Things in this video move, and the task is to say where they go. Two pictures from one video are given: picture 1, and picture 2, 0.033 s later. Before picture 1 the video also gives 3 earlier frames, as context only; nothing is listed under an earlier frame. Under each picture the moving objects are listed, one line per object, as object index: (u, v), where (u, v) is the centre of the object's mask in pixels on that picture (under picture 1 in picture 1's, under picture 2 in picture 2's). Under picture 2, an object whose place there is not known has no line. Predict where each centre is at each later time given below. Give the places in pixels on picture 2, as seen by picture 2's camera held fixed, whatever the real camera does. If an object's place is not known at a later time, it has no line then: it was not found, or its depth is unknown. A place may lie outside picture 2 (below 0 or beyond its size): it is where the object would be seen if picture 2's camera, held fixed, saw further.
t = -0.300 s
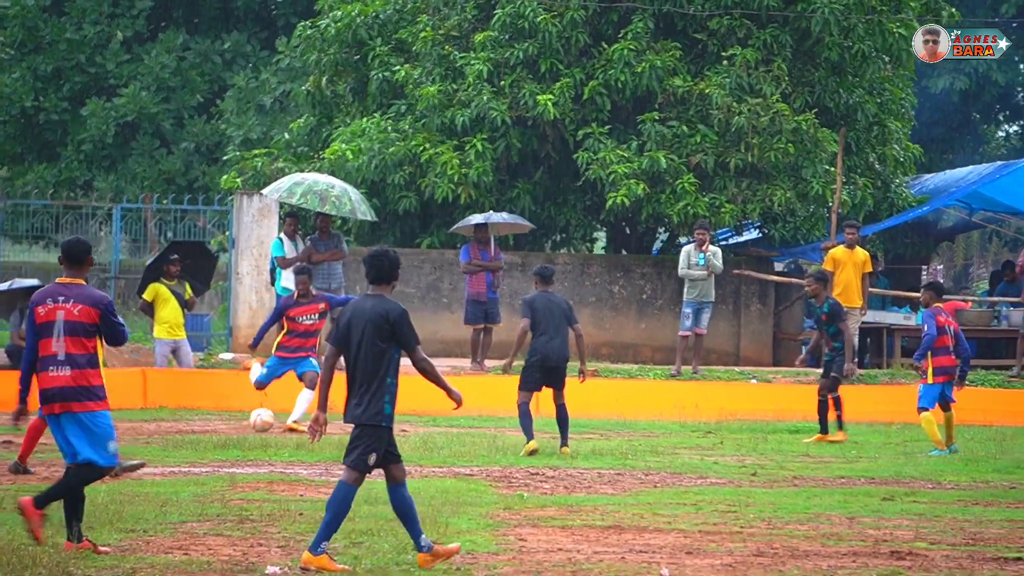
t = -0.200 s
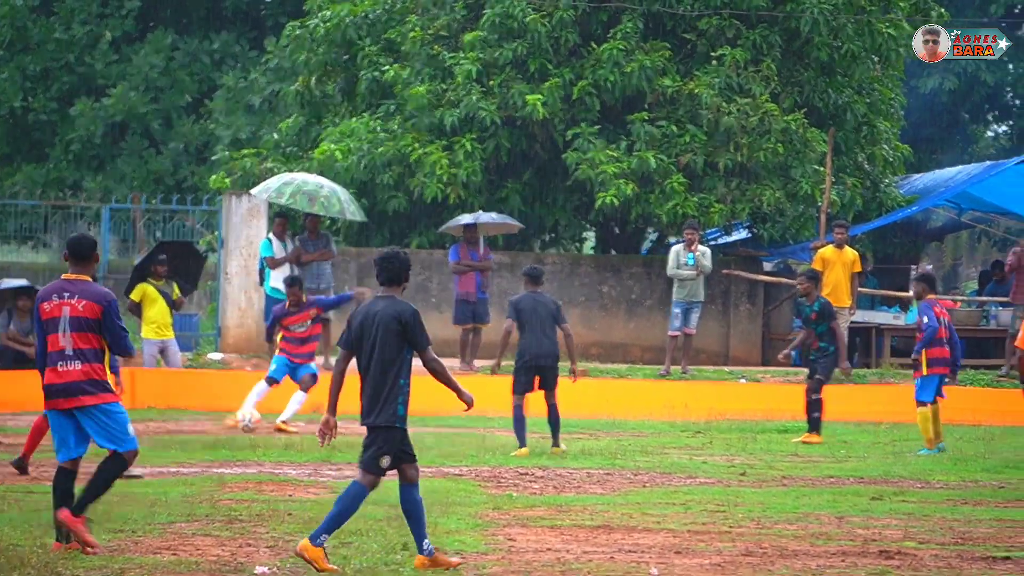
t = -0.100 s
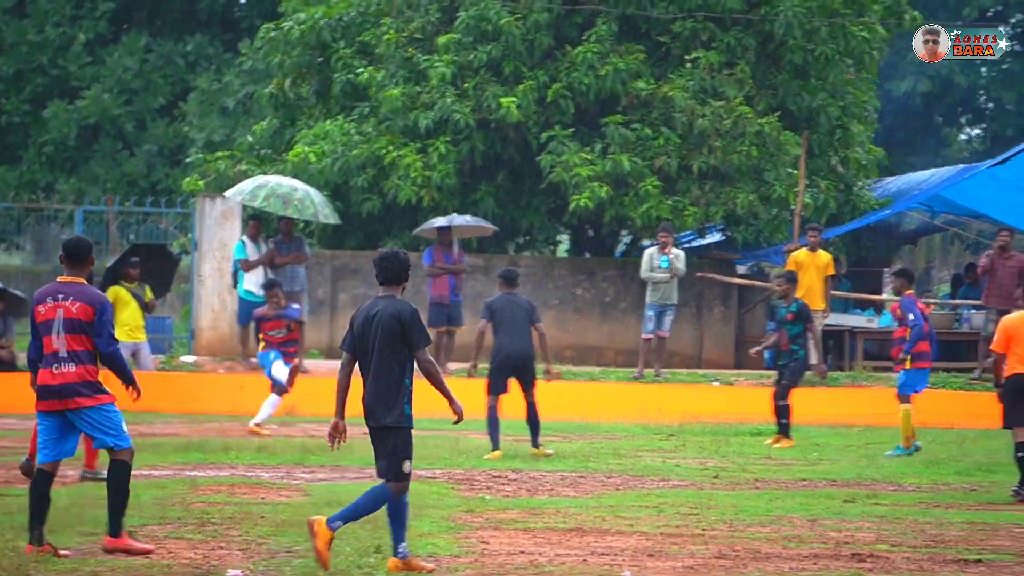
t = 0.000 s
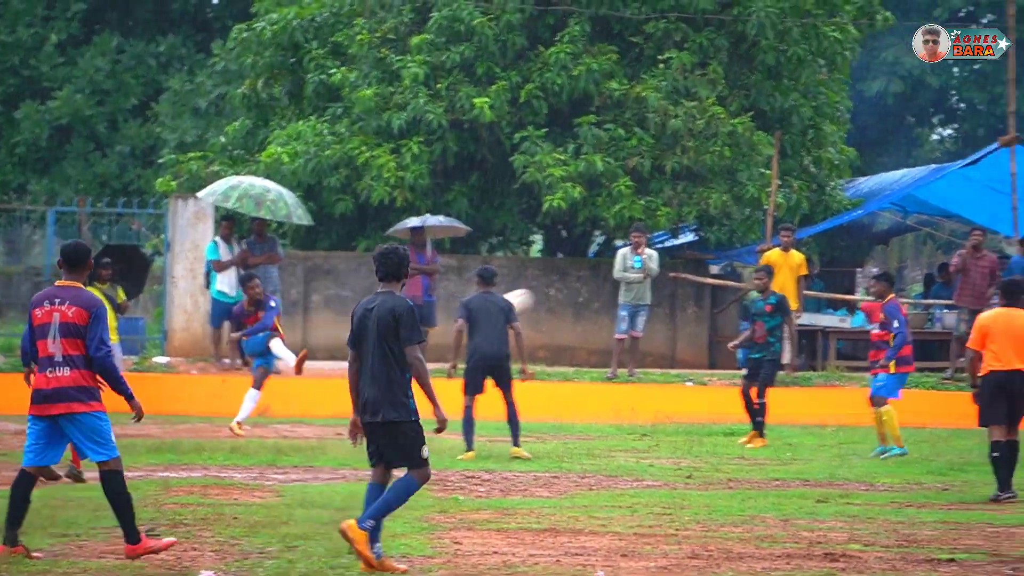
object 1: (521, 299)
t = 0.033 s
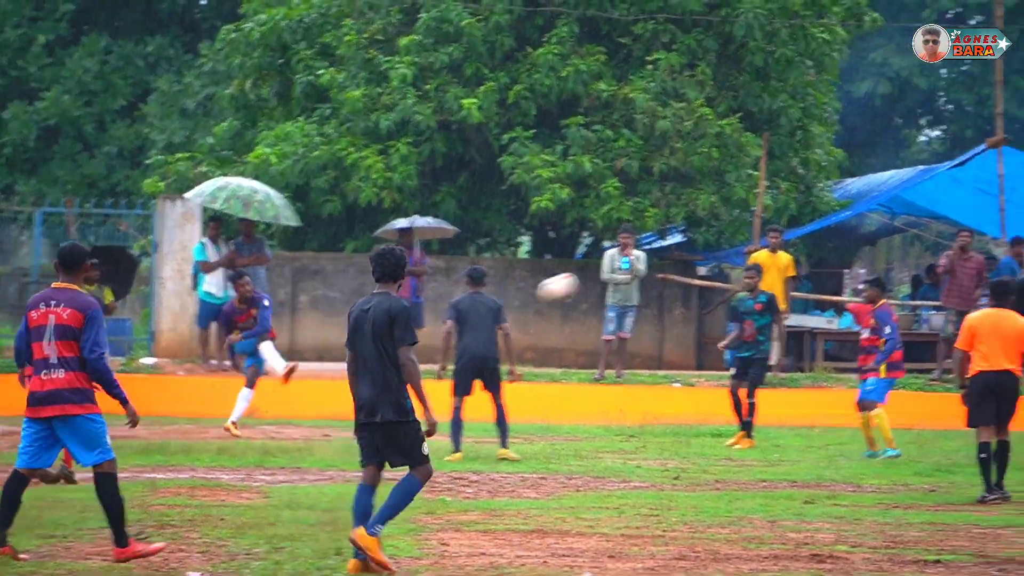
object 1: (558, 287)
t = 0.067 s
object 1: (611, 271)
